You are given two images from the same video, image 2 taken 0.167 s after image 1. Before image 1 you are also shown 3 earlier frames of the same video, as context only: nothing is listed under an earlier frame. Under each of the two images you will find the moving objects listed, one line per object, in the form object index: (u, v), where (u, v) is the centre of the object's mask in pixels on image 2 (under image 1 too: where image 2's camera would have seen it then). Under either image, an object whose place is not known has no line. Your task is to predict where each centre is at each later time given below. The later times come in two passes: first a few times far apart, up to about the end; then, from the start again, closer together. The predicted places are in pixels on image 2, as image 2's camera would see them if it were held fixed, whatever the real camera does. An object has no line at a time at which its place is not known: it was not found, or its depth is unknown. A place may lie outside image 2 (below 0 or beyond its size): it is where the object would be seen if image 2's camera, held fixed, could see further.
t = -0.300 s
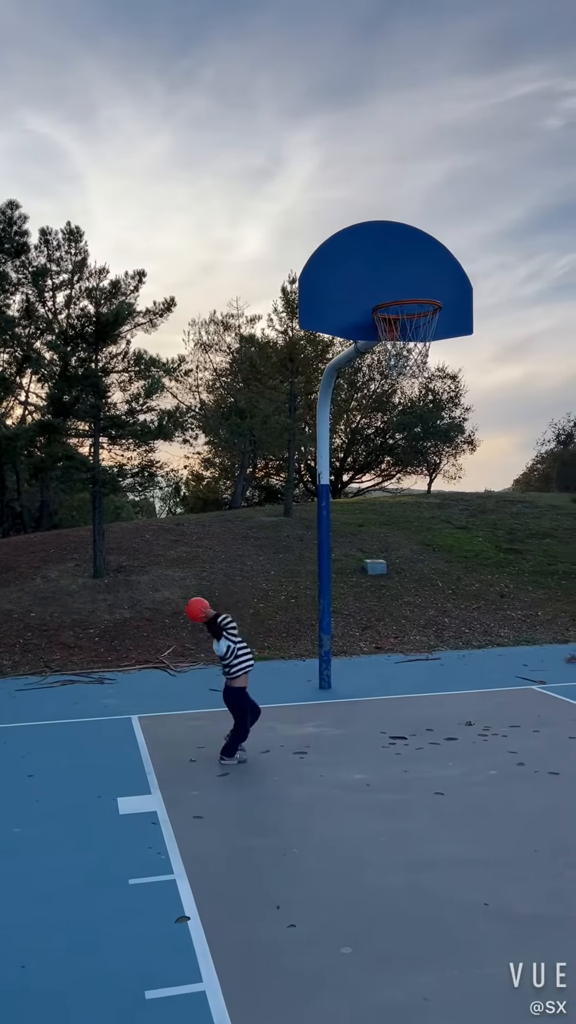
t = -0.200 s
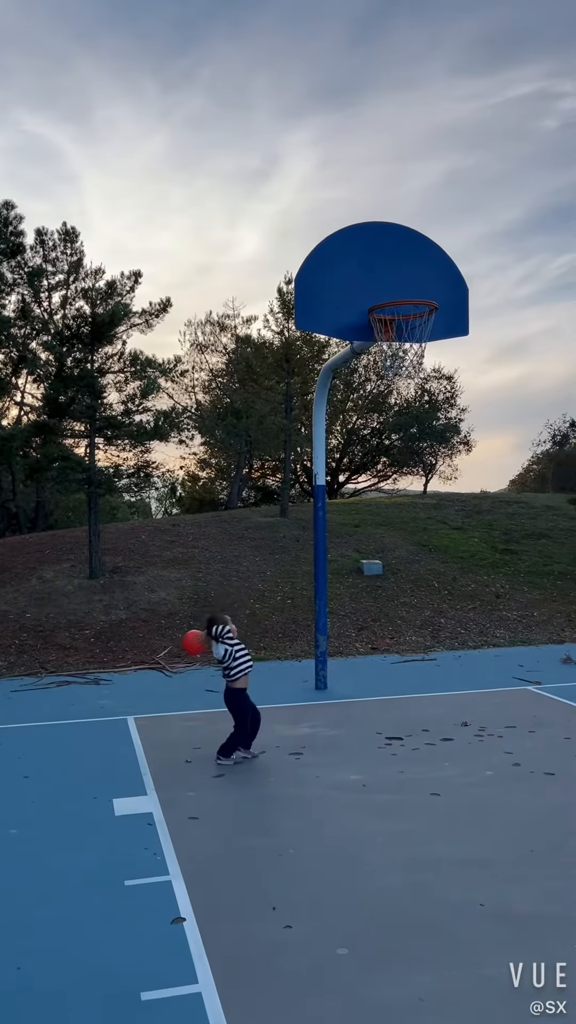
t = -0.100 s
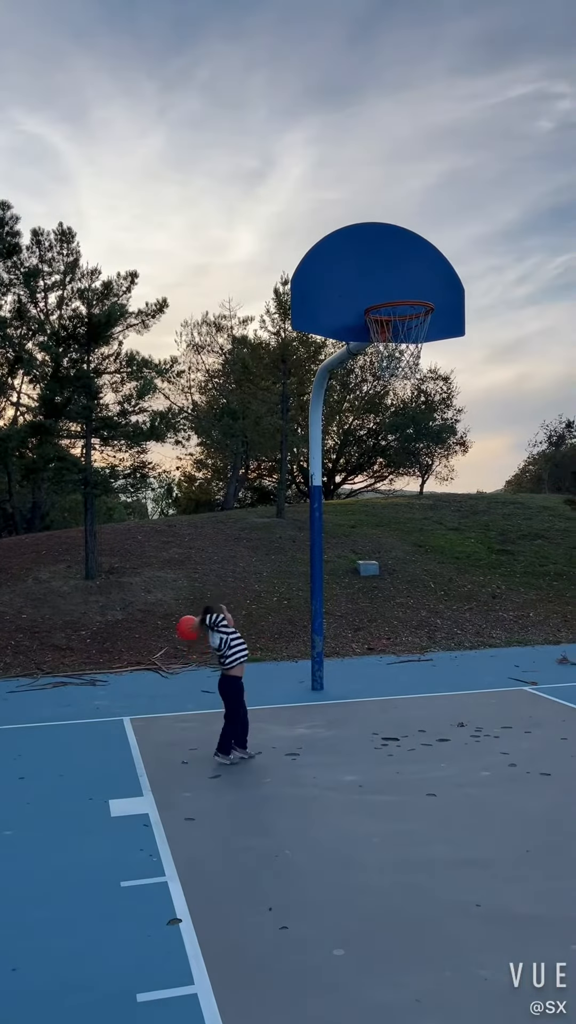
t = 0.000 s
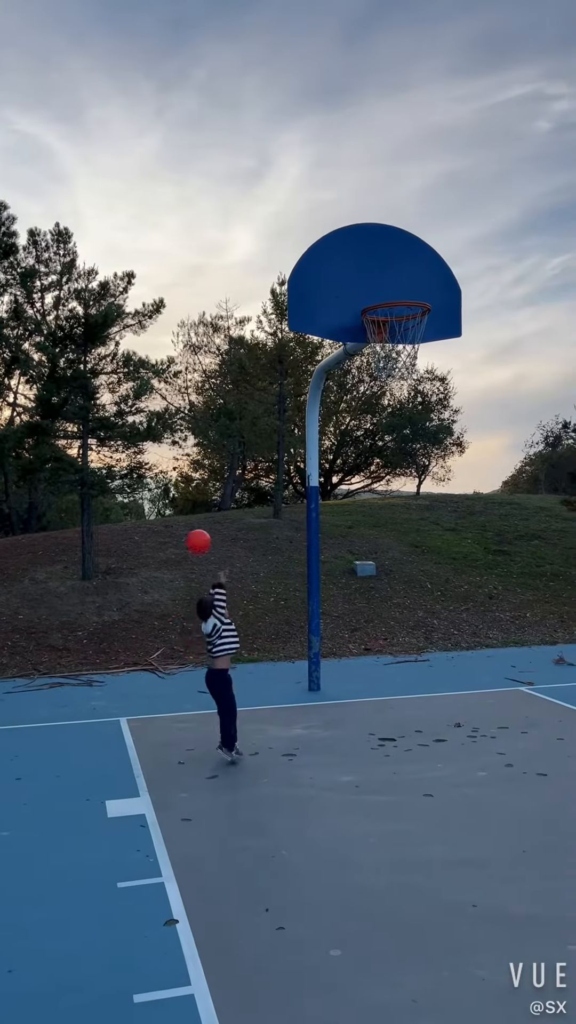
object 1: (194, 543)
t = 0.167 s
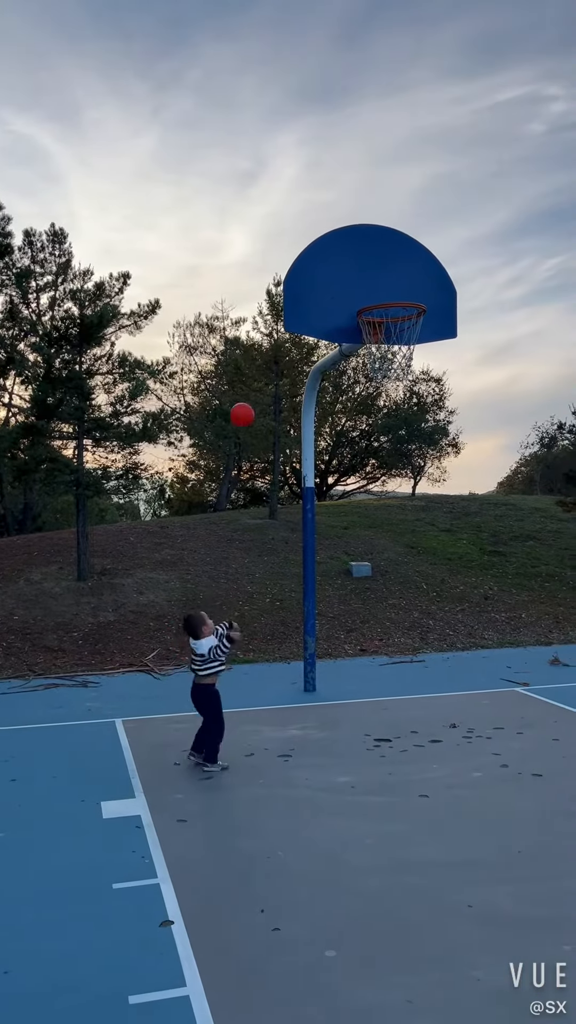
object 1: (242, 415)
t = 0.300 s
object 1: (277, 350)
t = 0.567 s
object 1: (342, 301)
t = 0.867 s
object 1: (368, 303)
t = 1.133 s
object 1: (380, 300)
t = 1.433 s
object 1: (388, 299)
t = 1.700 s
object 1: (393, 354)
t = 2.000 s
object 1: (397, 520)
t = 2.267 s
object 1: (399, 739)
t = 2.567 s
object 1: (381, 553)
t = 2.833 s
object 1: (369, 500)
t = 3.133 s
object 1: (357, 558)
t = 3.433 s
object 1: (345, 746)
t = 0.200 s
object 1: (251, 396)
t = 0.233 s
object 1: (260, 379)
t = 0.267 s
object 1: (269, 363)
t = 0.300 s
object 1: (277, 350)
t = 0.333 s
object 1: (286, 338)
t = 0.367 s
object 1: (294, 328)
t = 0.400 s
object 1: (302, 319)
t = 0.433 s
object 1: (310, 313)
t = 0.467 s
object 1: (318, 308)
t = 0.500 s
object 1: (326, 303)
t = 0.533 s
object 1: (334, 301)
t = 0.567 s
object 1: (342, 301)
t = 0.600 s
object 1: (349, 302)
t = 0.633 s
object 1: (356, 303)
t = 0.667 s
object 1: (358, 303)
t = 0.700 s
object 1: (361, 300)
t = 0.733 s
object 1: (362, 300)
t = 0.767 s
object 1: (363, 300)
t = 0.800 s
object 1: (365, 302)
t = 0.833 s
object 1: (367, 303)
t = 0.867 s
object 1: (368, 303)
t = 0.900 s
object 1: (370, 302)
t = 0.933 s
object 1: (372, 301)
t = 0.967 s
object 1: (374, 300)
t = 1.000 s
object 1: (376, 301)
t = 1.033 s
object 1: (376, 301)
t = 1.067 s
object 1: (378, 300)
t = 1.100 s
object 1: (378, 300)
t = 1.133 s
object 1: (380, 300)
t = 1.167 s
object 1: (382, 299)
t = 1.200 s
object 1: (383, 299)
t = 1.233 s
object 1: (384, 299)
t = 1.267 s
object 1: (384, 299)
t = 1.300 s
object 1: (385, 299)
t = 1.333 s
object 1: (386, 299)
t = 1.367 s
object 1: (386, 299)
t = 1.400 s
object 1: (388, 299)
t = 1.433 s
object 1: (388, 299)
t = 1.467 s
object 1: (391, 306)
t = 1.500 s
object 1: (390, 311)
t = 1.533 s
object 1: (391, 313)
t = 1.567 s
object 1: (393, 315)
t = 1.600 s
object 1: (392, 327)
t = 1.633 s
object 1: (393, 332)
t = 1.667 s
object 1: (393, 343)
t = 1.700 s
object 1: (393, 354)
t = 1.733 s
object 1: (394, 367)
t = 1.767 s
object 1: (393, 382)
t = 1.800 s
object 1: (394, 397)
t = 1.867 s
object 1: (396, 433)
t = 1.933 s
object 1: (396, 473)
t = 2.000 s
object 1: (397, 520)
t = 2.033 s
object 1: (397, 545)
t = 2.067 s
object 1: (398, 571)
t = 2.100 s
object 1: (398, 598)
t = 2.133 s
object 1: (398, 627)
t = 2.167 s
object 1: (399, 657)
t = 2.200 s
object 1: (399, 689)
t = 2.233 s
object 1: (399, 722)
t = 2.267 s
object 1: (399, 739)
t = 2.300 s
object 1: (397, 712)
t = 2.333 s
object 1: (395, 686)
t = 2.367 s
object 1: (393, 662)
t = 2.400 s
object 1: (391, 640)
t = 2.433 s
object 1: (389, 619)
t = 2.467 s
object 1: (387, 600)
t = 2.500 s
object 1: (385, 583)
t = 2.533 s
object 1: (383, 567)
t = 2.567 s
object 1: (381, 553)
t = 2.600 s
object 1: (379, 541)
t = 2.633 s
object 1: (378, 531)
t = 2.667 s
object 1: (376, 521)
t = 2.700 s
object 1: (375, 514)
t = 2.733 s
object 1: (373, 508)
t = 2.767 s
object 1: (372, 504)
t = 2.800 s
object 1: (369, 501)
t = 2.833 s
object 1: (369, 500)
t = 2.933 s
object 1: (364, 505)
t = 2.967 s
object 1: (363, 510)
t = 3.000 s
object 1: (362, 515)
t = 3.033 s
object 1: (360, 524)
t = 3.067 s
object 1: (359, 534)
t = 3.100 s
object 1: (358, 546)
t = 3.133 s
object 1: (357, 558)
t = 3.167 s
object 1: (355, 572)
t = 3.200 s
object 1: (354, 589)
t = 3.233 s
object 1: (353, 606)
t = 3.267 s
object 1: (351, 626)
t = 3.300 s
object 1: (350, 647)
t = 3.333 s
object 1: (349, 669)
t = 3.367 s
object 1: (347, 693)
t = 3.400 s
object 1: (346, 719)
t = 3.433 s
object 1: (345, 746)
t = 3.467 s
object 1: (343, 759)
